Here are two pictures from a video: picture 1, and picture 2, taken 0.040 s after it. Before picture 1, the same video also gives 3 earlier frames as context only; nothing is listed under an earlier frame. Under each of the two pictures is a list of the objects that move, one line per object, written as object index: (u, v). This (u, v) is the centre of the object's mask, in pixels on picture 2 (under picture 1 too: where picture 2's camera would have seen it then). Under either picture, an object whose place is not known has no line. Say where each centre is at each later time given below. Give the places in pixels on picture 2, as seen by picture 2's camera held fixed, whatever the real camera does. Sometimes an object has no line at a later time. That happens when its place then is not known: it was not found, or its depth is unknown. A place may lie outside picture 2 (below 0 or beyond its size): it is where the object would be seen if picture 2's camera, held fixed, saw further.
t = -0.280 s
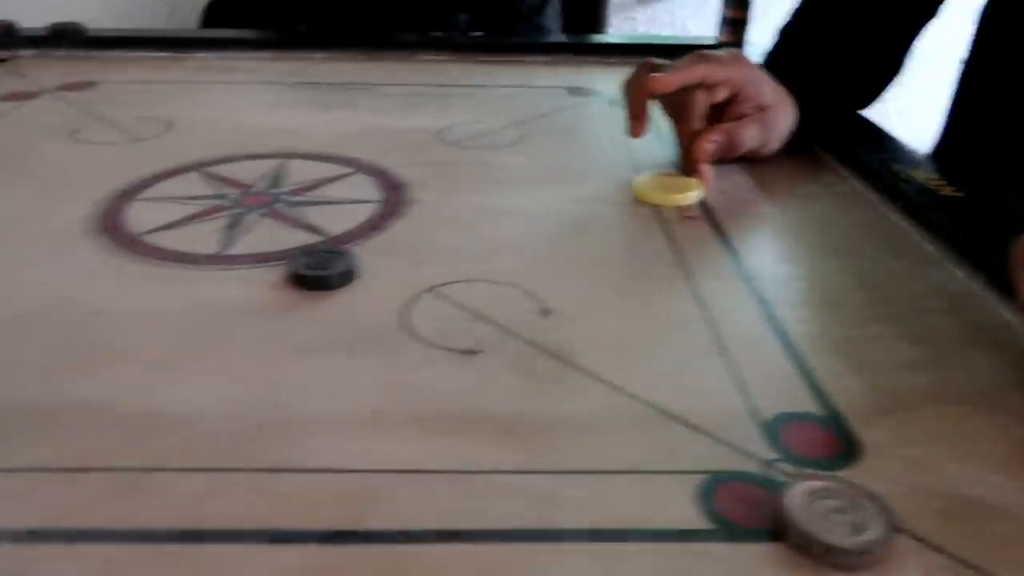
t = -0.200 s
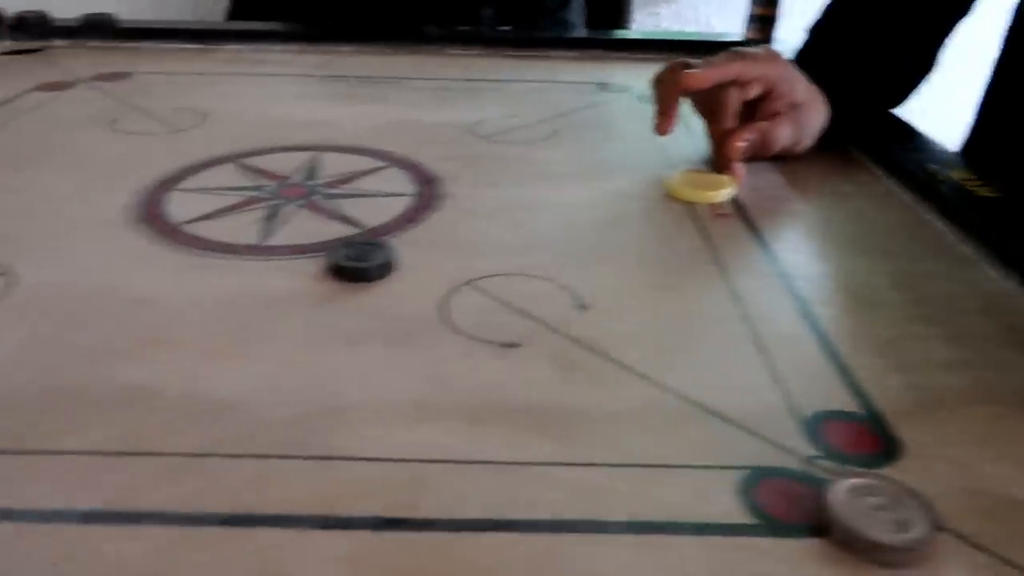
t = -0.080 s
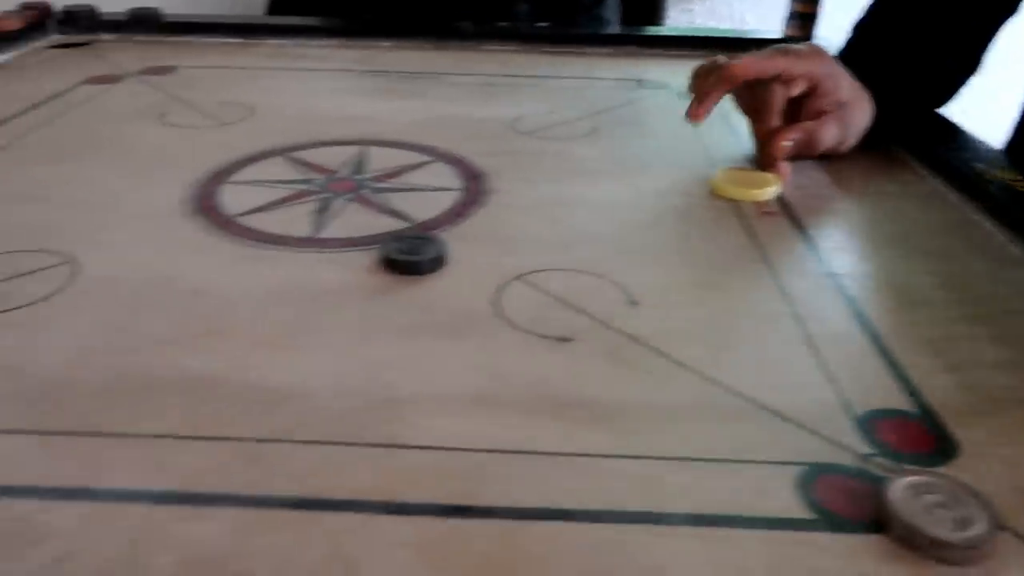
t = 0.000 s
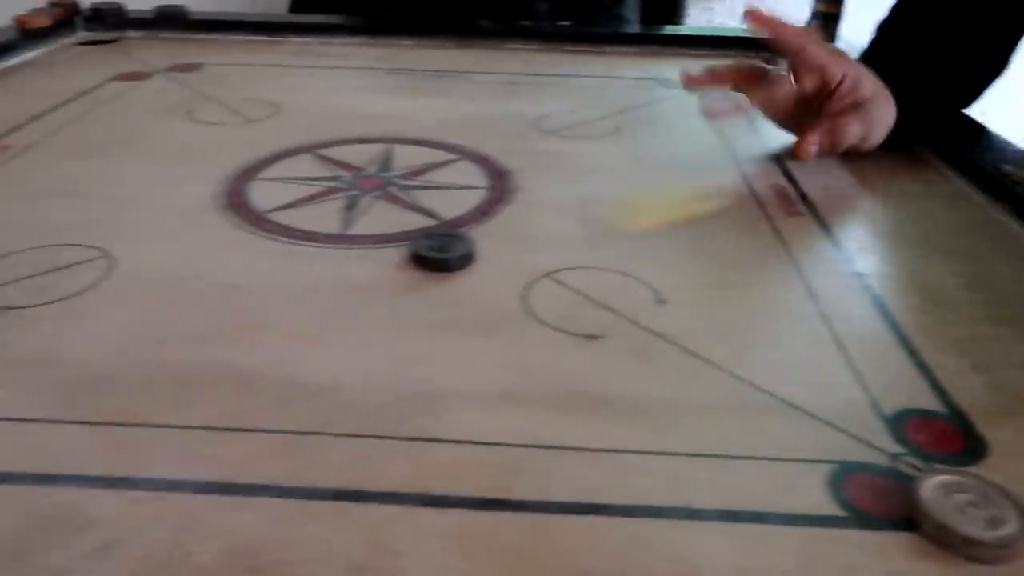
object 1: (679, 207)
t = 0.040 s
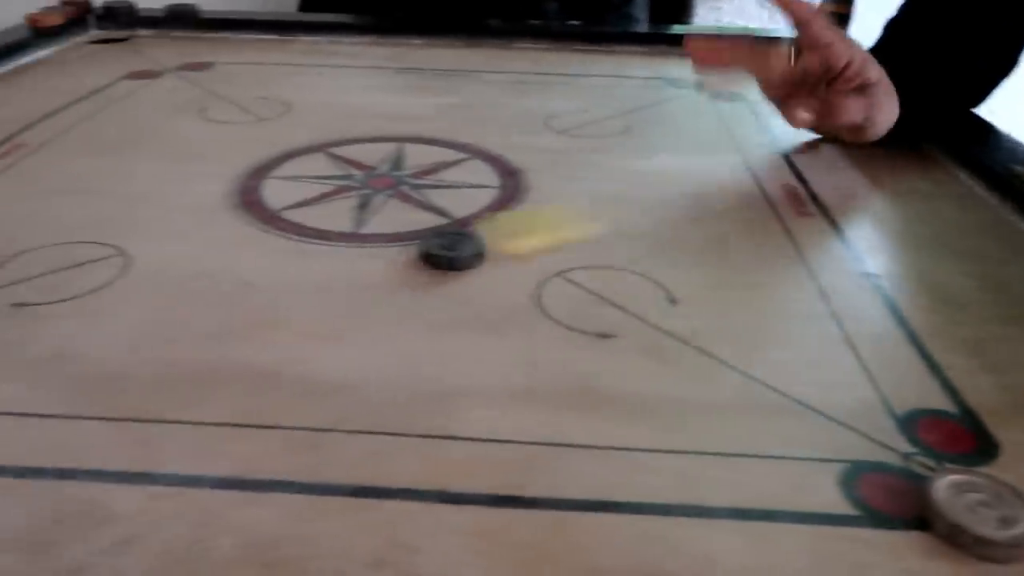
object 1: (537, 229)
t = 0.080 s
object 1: (457, 235)
